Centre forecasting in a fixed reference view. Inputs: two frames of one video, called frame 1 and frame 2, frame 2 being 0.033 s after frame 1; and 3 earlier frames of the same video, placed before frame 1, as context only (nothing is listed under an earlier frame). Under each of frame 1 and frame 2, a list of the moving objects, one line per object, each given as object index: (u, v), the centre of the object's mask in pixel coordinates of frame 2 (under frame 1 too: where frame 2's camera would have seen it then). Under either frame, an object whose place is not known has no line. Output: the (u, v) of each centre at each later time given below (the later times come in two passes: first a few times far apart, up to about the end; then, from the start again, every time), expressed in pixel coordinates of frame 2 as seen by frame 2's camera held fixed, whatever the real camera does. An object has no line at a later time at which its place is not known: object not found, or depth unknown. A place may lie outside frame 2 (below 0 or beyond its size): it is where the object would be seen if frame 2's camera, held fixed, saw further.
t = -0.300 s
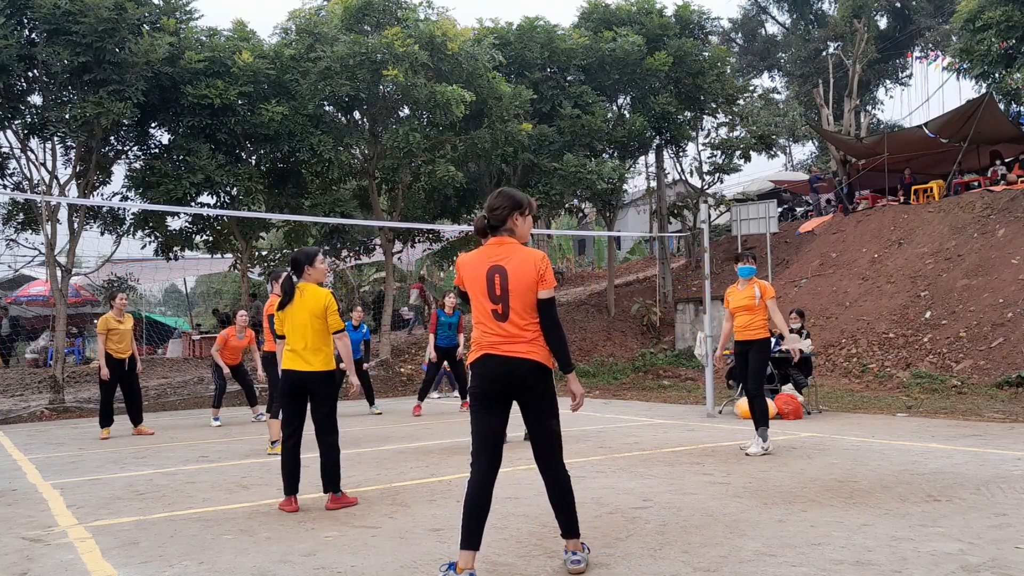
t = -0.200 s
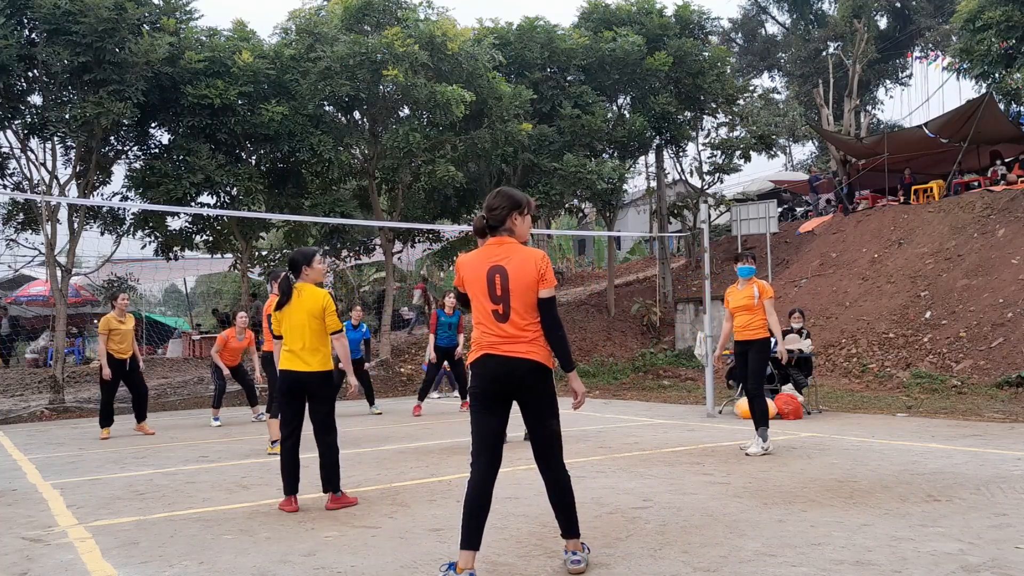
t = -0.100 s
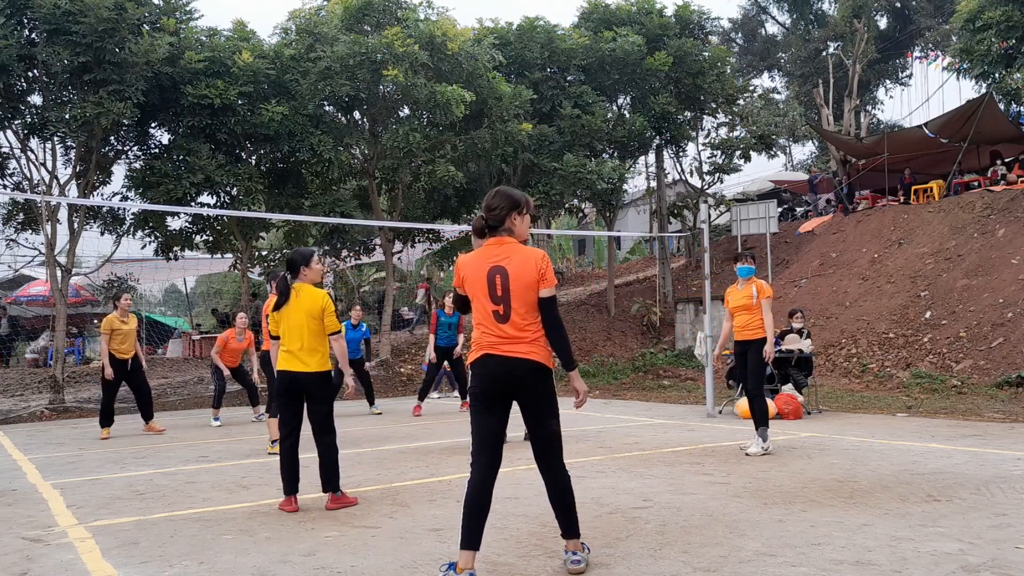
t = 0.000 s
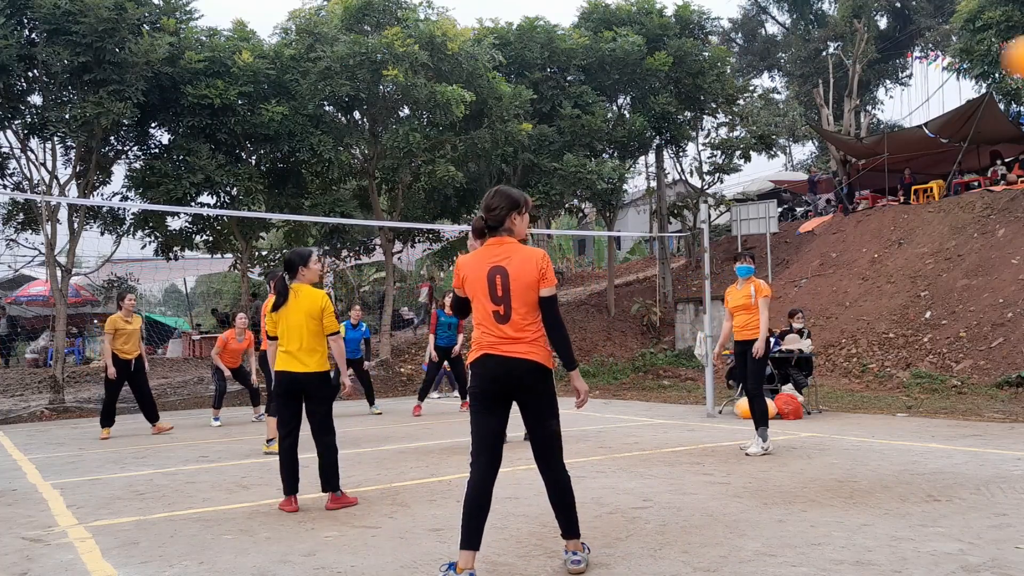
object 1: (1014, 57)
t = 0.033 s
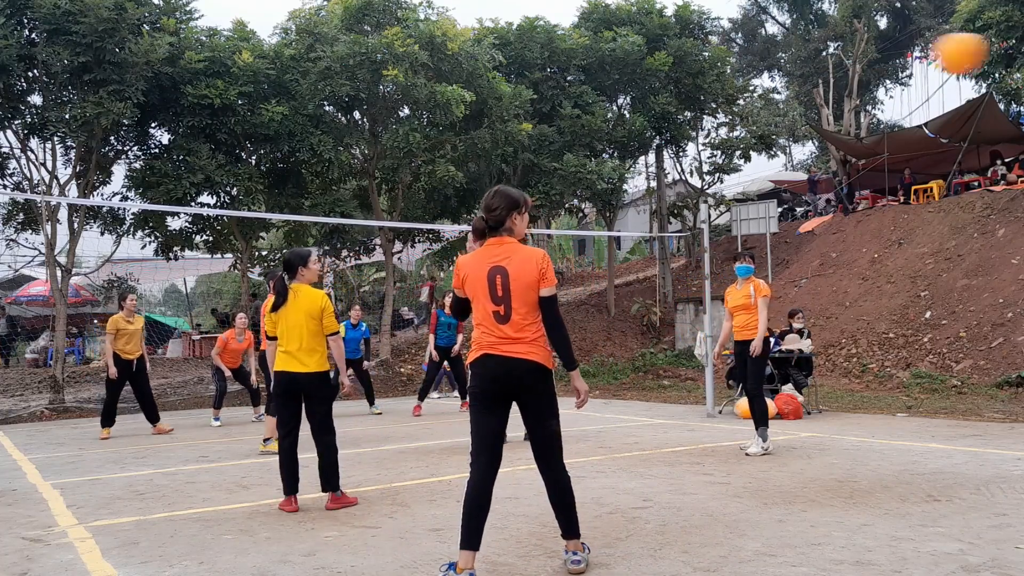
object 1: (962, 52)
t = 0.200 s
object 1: (700, 58)
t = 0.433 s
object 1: (506, 112)
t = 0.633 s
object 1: (407, 173)
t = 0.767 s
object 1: (359, 221)
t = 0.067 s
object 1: (890, 51)
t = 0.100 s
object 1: (834, 51)
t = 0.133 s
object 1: (784, 52)
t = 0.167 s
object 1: (739, 54)
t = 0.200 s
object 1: (700, 58)
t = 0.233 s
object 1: (664, 64)
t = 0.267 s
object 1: (632, 71)
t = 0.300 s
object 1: (602, 78)
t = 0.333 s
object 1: (575, 86)
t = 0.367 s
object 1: (550, 94)
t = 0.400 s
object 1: (527, 103)
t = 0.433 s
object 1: (506, 112)
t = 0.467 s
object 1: (486, 121)
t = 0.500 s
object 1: (468, 131)
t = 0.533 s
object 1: (451, 141)
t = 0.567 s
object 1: (436, 151)
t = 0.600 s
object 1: (421, 162)
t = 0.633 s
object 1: (407, 173)
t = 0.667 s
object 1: (394, 185)
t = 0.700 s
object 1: (381, 196)
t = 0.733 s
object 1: (370, 209)
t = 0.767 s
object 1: (359, 221)
